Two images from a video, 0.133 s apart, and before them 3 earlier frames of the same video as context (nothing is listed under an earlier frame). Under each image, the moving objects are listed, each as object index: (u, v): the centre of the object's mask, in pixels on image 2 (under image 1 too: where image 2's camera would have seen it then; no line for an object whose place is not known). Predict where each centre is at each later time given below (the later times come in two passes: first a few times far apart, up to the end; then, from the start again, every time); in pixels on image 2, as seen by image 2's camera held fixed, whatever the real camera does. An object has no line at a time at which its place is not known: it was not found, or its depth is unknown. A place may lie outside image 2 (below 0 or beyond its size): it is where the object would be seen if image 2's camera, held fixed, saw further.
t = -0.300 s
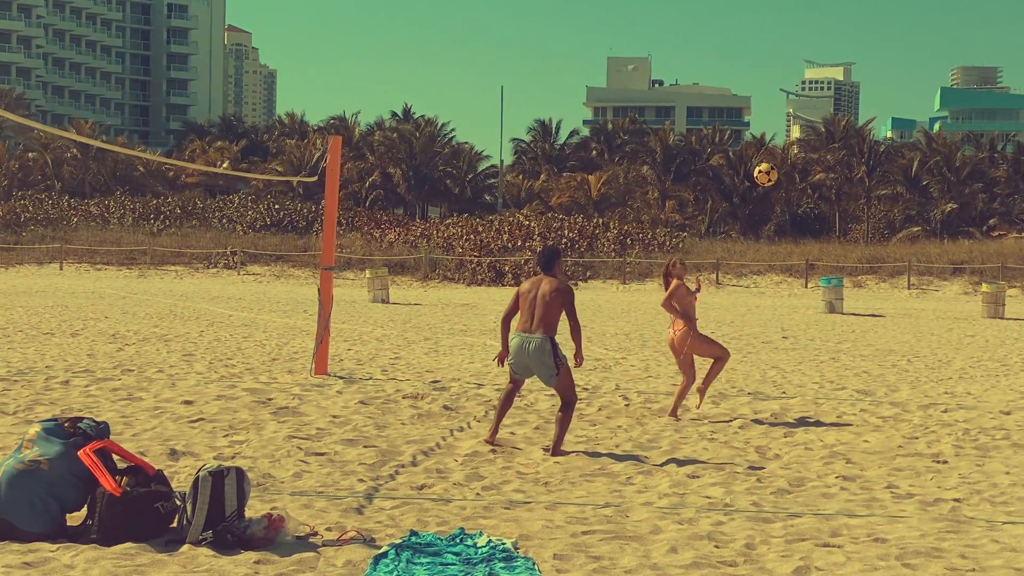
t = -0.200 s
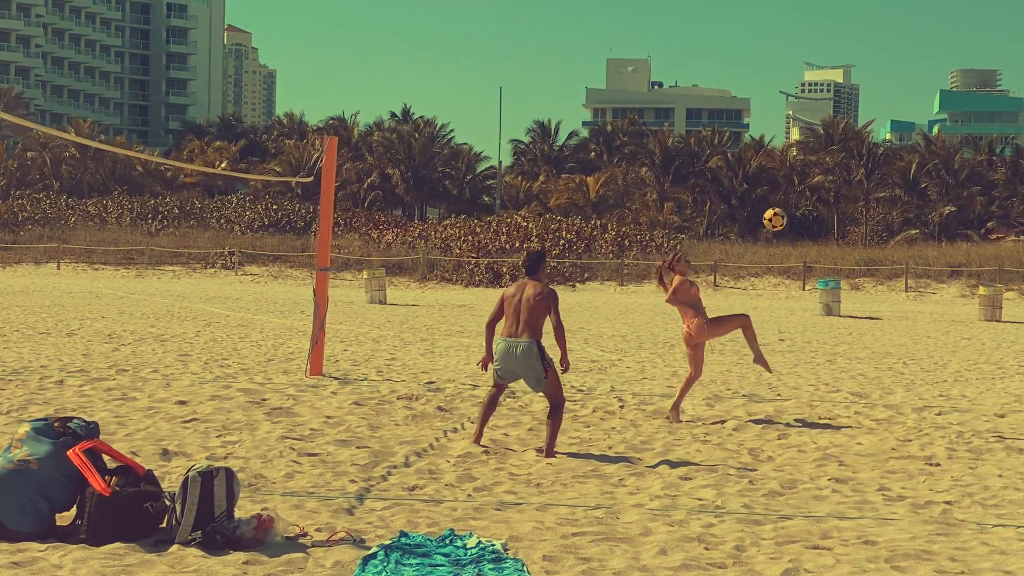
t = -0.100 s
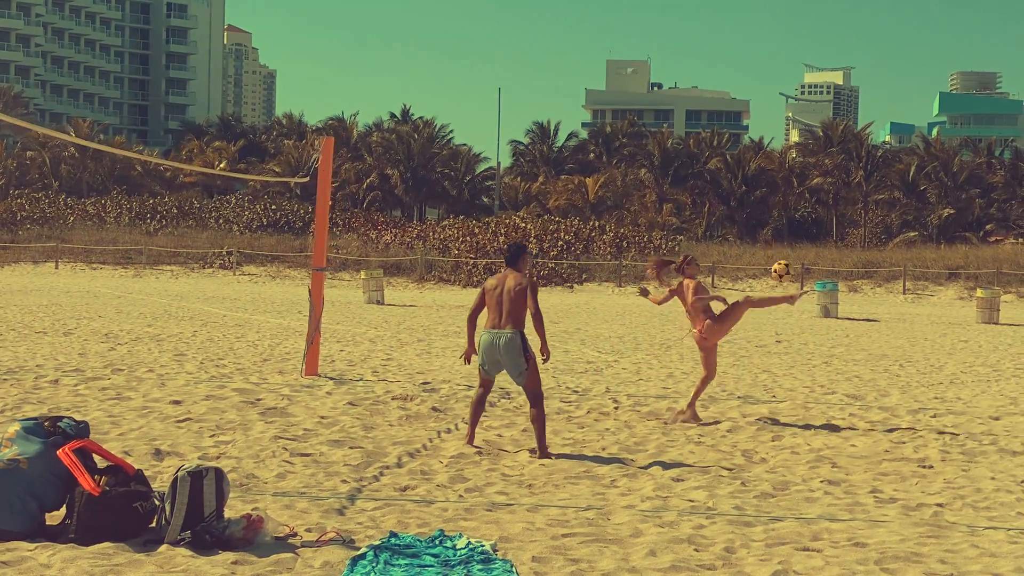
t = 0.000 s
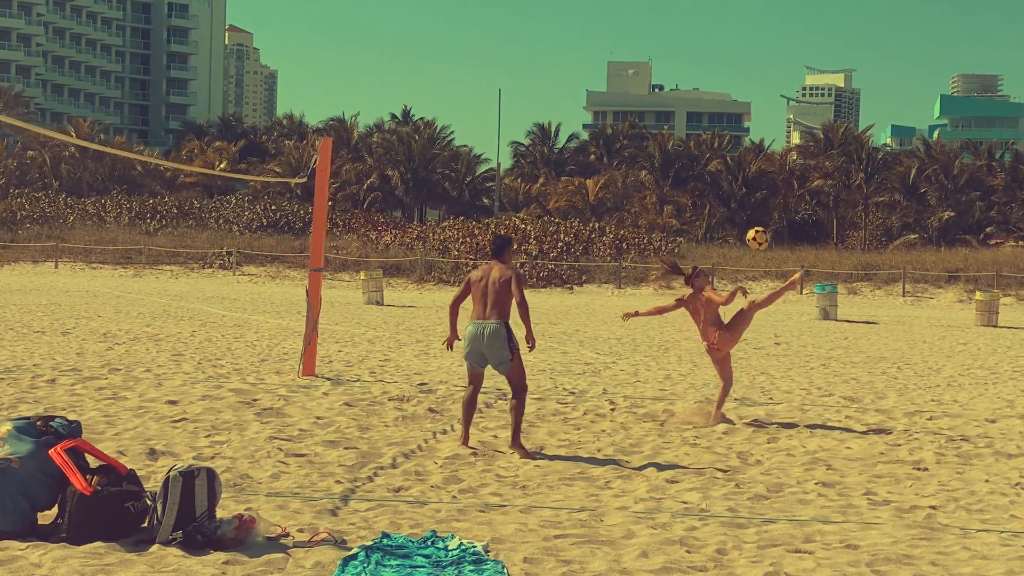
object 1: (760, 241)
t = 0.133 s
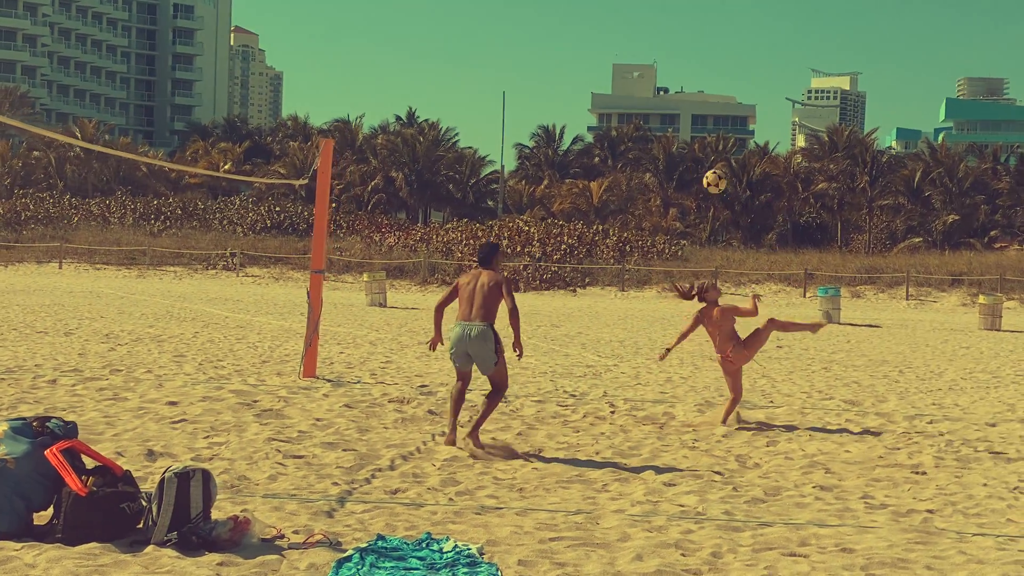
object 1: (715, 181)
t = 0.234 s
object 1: (678, 148)
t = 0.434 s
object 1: (604, 114)
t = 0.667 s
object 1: (514, 129)
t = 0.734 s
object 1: (487, 144)
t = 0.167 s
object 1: (703, 169)
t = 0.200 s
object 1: (691, 158)
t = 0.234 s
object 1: (678, 148)
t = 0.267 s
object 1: (666, 140)
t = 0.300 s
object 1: (654, 132)
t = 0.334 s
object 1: (641, 126)
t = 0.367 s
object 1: (629, 121)
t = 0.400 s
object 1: (616, 117)
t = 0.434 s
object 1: (604, 114)
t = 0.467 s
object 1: (592, 113)
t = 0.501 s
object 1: (579, 112)
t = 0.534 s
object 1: (566, 113)
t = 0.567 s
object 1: (553, 115)
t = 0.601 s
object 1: (541, 119)
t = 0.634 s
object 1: (528, 123)
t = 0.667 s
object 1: (514, 129)
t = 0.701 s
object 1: (502, 136)
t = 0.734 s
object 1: (487, 144)
